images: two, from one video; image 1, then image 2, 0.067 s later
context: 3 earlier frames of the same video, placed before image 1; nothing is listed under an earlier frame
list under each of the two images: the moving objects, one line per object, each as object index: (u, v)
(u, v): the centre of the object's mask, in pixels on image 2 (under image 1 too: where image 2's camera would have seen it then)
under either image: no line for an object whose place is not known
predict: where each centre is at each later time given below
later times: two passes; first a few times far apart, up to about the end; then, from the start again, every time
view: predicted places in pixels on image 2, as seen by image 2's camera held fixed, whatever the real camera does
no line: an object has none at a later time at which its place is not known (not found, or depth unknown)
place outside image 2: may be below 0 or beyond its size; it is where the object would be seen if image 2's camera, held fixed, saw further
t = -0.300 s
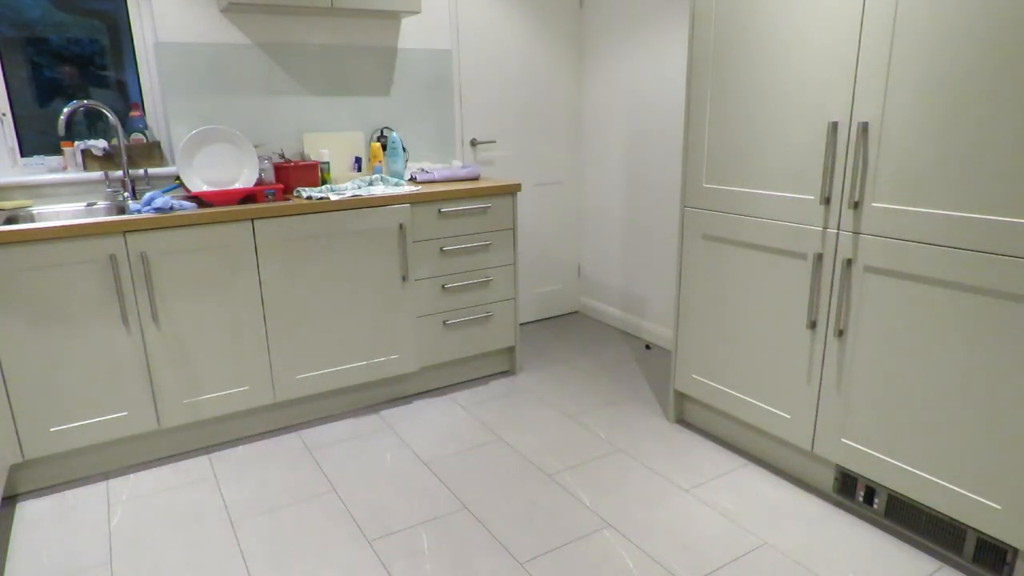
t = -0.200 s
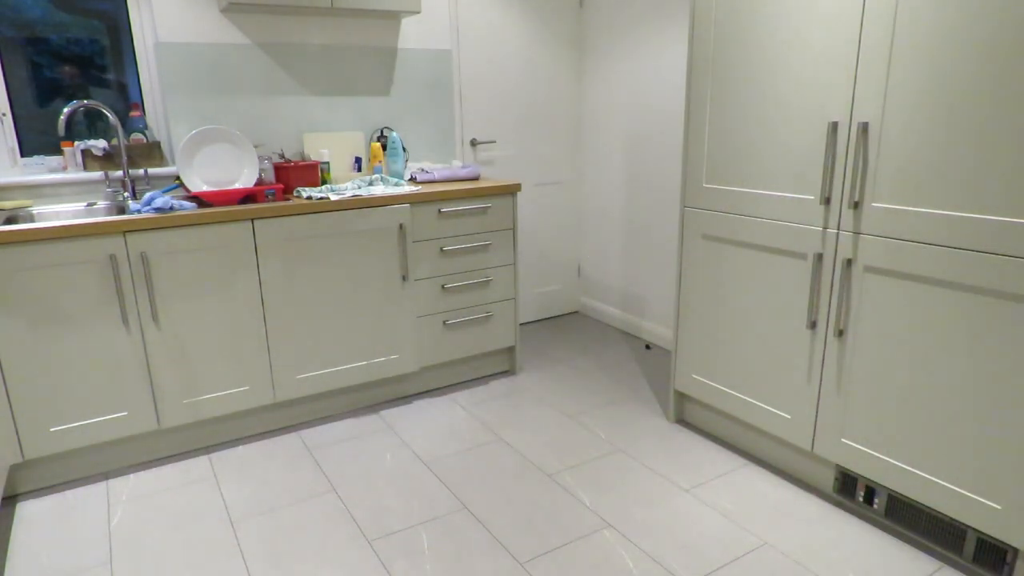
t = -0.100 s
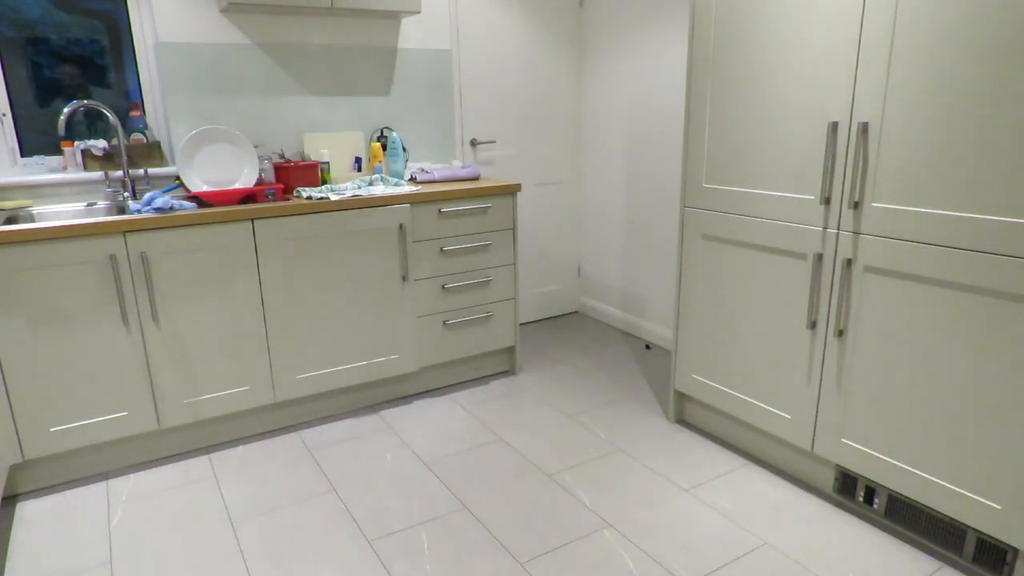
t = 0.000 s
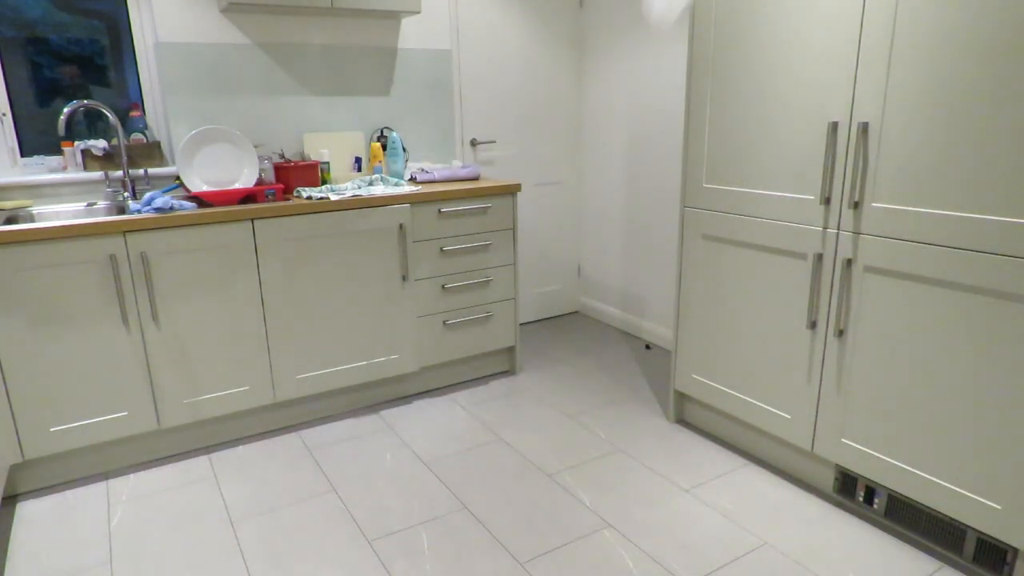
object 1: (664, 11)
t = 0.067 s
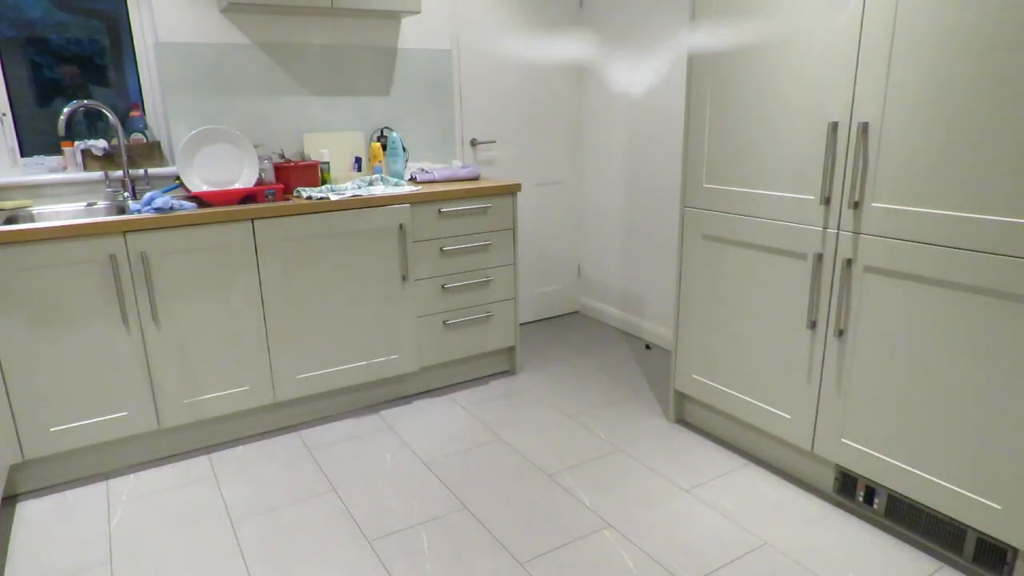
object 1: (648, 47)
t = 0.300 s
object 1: (586, 209)
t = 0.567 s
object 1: (619, 337)
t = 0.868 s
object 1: (723, 464)
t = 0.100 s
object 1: (619, 90)
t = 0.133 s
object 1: (626, 114)
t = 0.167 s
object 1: (612, 141)
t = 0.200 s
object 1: (604, 162)
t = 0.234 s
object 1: (595, 179)
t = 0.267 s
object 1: (590, 195)
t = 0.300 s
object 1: (586, 209)
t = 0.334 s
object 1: (586, 224)
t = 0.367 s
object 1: (589, 241)
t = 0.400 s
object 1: (592, 256)
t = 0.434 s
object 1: (594, 272)
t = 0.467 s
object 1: (600, 288)
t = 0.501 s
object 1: (605, 303)
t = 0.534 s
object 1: (612, 320)
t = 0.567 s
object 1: (619, 337)
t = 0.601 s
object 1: (628, 355)
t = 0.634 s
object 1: (637, 371)
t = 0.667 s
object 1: (647, 388)
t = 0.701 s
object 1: (658, 405)
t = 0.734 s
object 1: (671, 423)
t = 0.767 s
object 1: (682, 440)
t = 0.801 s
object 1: (701, 458)
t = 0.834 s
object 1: (713, 459)
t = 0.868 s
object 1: (723, 464)
